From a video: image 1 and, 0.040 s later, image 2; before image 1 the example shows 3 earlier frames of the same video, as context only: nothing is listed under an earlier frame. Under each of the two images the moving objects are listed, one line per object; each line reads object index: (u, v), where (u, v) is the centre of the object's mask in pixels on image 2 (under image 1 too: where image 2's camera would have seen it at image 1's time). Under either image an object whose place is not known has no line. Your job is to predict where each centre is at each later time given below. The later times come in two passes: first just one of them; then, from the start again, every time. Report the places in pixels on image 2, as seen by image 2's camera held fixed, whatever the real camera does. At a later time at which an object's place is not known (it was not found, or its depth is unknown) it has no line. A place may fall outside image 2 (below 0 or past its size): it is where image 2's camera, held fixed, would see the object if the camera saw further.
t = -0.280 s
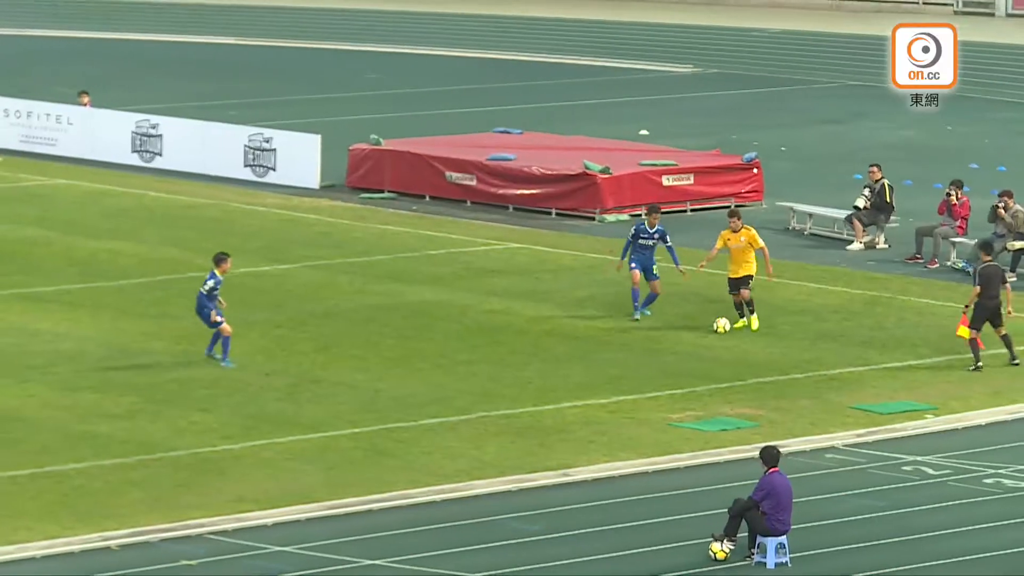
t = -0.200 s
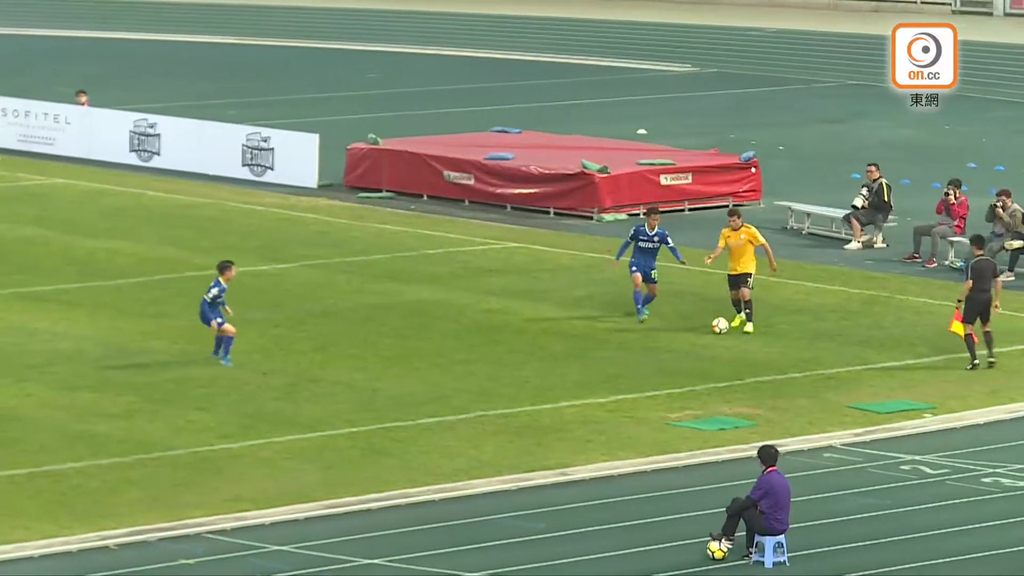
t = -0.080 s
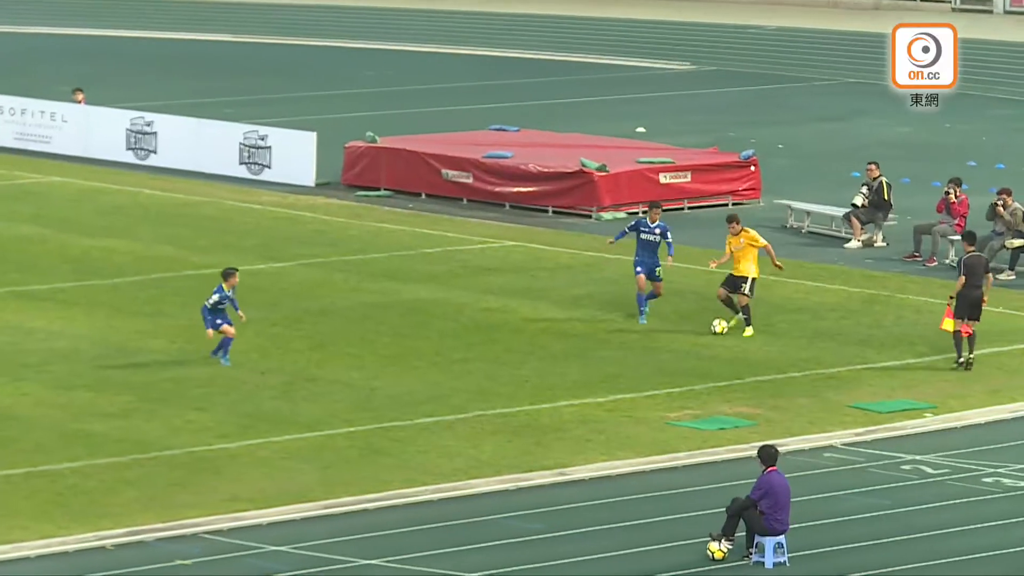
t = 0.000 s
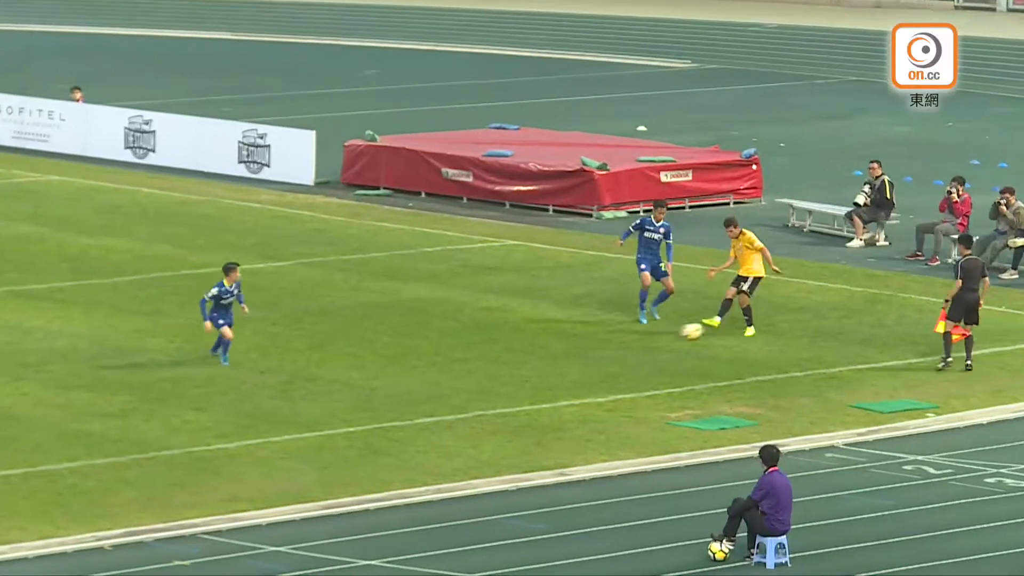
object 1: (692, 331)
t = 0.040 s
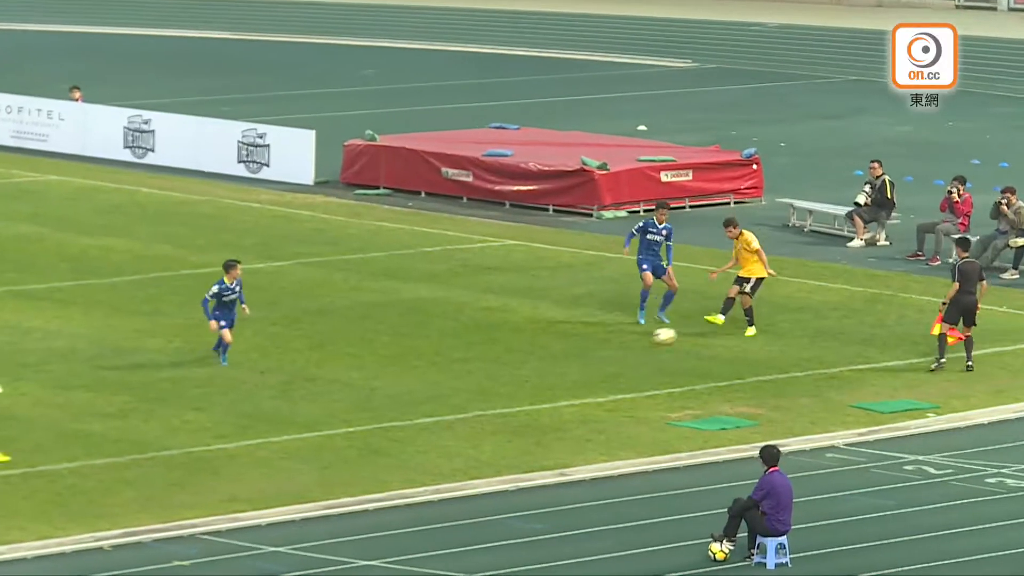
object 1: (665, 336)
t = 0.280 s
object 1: (506, 363)
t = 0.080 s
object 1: (638, 340)
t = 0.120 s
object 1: (610, 344)
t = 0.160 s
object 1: (584, 349)
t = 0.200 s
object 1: (557, 354)
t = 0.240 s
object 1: (532, 358)
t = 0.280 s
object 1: (506, 363)
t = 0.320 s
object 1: (482, 368)
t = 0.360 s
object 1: (457, 372)
